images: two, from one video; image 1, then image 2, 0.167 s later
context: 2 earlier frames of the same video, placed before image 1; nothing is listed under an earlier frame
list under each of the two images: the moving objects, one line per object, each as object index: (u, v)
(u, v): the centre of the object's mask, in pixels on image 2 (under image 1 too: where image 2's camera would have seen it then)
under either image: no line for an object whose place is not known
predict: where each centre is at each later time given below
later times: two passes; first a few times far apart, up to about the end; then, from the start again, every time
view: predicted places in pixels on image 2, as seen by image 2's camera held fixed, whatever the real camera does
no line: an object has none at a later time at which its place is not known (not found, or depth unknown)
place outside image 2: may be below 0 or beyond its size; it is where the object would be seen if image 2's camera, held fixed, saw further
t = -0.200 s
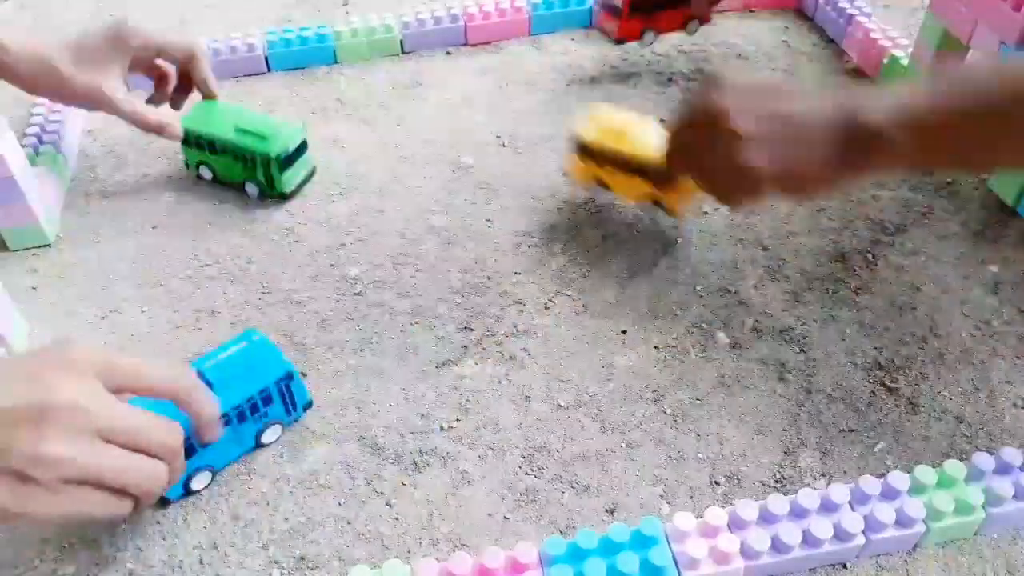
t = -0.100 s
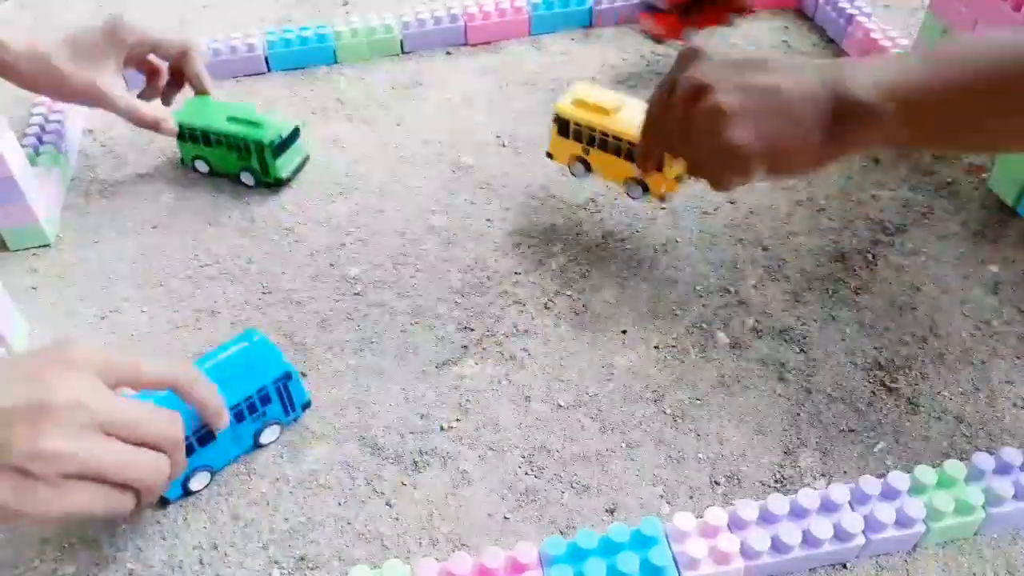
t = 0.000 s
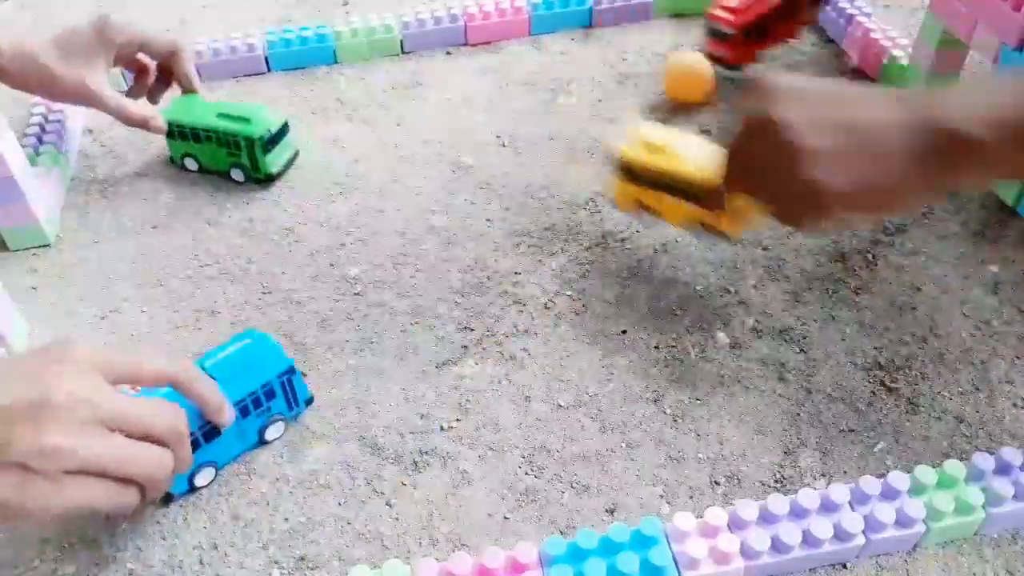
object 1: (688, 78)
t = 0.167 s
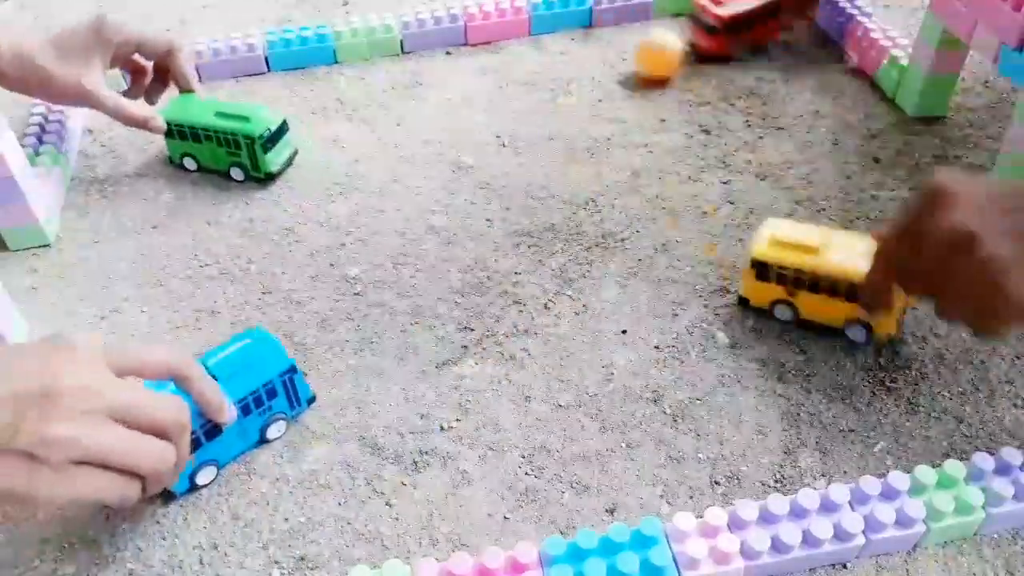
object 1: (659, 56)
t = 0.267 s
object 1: (640, 46)
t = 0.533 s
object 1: (529, 54)
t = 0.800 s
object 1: (448, 51)
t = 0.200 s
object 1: (653, 52)
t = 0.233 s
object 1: (647, 48)
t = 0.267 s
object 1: (640, 46)
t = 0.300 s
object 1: (628, 46)
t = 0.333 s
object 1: (611, 48)
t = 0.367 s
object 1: (596, 50)
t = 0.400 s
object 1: (583, 51)
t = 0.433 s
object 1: (568, 52)
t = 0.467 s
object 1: (553, 53)
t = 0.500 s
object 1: (540, 53)
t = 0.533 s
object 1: (529, 54)
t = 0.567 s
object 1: (518, 55)
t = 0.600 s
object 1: (506, 56)
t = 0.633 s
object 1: (494, 56)
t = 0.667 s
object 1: (483, 55)
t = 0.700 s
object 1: (474, 55)
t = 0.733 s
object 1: (465, 54)
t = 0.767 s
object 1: (457, 52)
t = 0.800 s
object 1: (448, 51)
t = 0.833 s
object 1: (441, 50)
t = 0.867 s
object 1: (441, 55)
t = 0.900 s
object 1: (445, 66)
